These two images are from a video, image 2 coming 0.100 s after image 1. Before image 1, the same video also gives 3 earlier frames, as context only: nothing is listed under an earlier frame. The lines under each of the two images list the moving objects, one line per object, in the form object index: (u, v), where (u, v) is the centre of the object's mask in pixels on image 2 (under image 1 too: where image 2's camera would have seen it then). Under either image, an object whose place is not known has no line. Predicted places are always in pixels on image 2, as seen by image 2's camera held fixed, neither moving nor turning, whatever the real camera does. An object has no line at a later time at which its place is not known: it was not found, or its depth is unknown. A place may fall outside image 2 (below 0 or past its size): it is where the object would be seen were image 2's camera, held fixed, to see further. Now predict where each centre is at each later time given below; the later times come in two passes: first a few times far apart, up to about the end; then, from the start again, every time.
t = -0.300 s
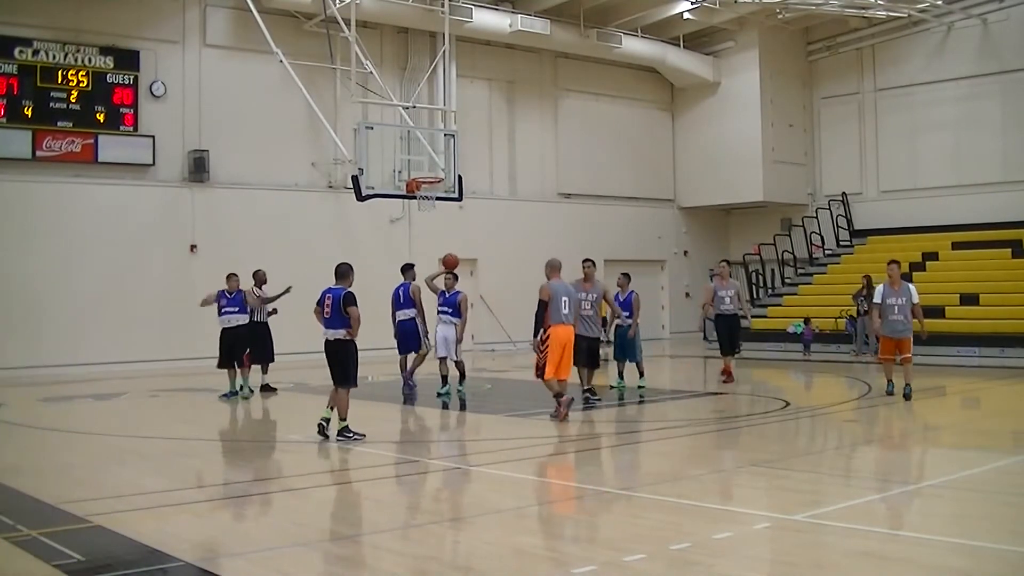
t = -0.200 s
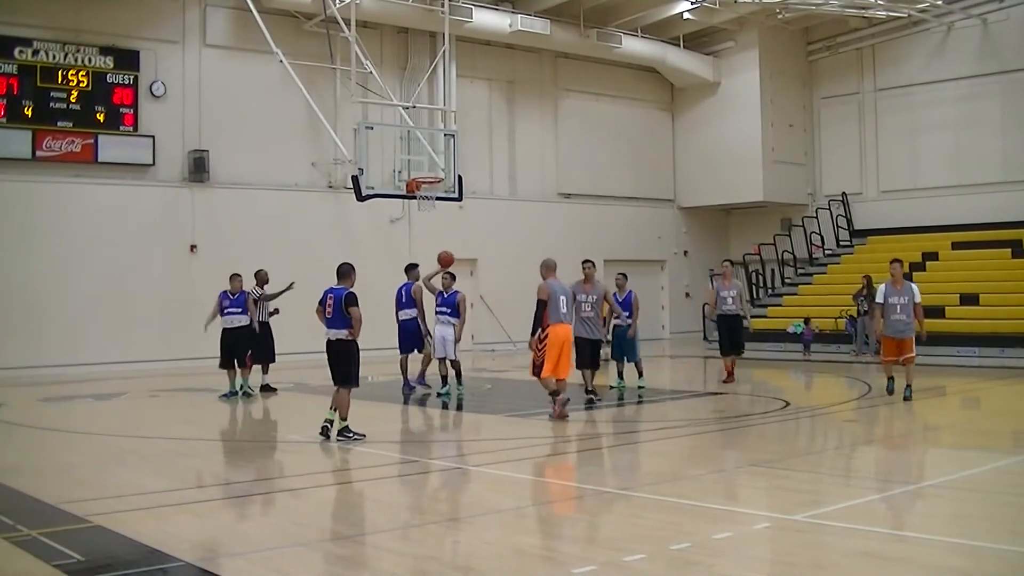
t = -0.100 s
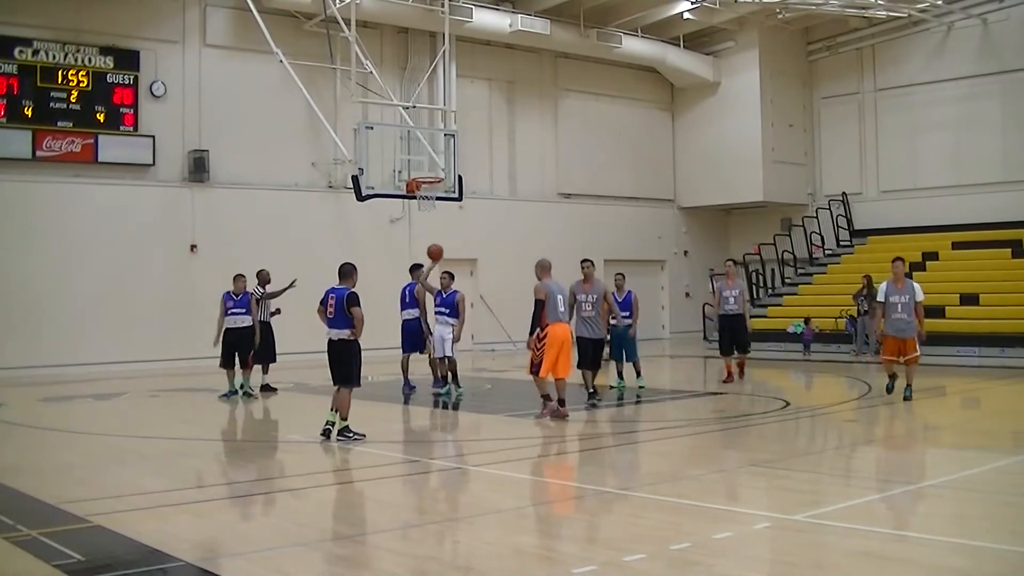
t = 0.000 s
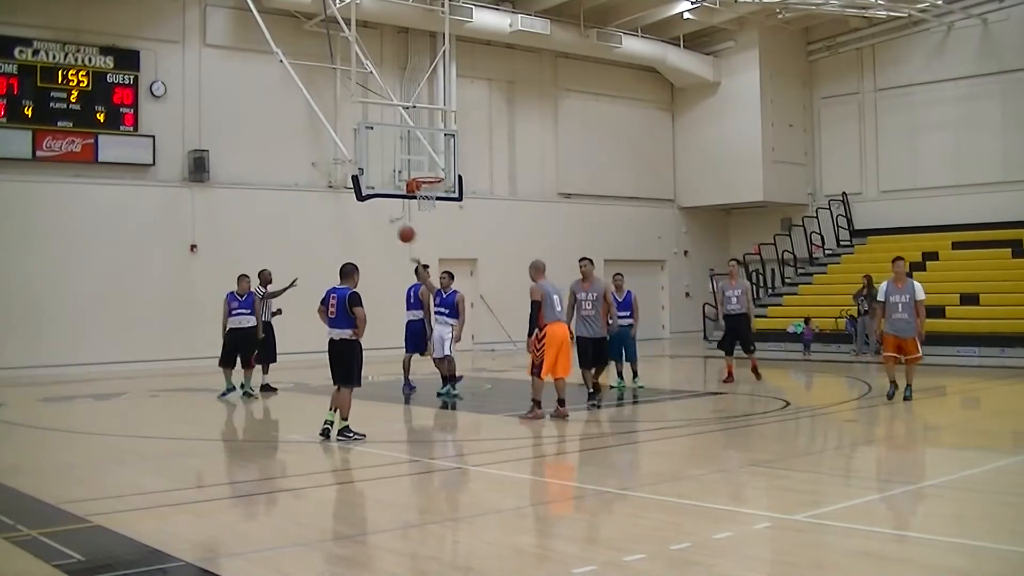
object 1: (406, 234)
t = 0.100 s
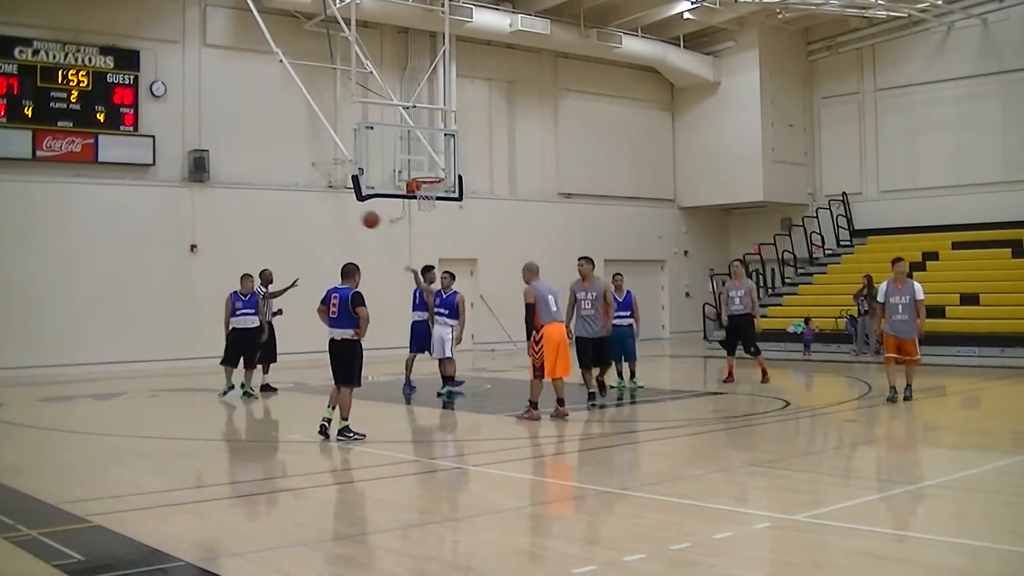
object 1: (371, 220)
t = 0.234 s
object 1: (321, 211)
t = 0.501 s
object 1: (214, 236)
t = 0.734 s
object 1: (111, 311)
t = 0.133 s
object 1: (359, 216)
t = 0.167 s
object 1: (346, 214)
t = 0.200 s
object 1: (334, 212)
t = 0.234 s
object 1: (321, 211)
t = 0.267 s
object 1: (308, 211)
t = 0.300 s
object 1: (295, 212)
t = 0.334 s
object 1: (282, 214)
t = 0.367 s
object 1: (269, 216)
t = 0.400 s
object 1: (255, 219)
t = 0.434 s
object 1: (241, 224)
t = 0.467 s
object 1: (228, 229)
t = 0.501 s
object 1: (214, 236)
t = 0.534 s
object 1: (199, 243)
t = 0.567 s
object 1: (185, 251)
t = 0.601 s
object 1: (170, 261)
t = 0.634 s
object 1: (156, 272)
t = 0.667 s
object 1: (141, 283)
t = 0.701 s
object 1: (126, 296)
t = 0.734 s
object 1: (111, 311)
